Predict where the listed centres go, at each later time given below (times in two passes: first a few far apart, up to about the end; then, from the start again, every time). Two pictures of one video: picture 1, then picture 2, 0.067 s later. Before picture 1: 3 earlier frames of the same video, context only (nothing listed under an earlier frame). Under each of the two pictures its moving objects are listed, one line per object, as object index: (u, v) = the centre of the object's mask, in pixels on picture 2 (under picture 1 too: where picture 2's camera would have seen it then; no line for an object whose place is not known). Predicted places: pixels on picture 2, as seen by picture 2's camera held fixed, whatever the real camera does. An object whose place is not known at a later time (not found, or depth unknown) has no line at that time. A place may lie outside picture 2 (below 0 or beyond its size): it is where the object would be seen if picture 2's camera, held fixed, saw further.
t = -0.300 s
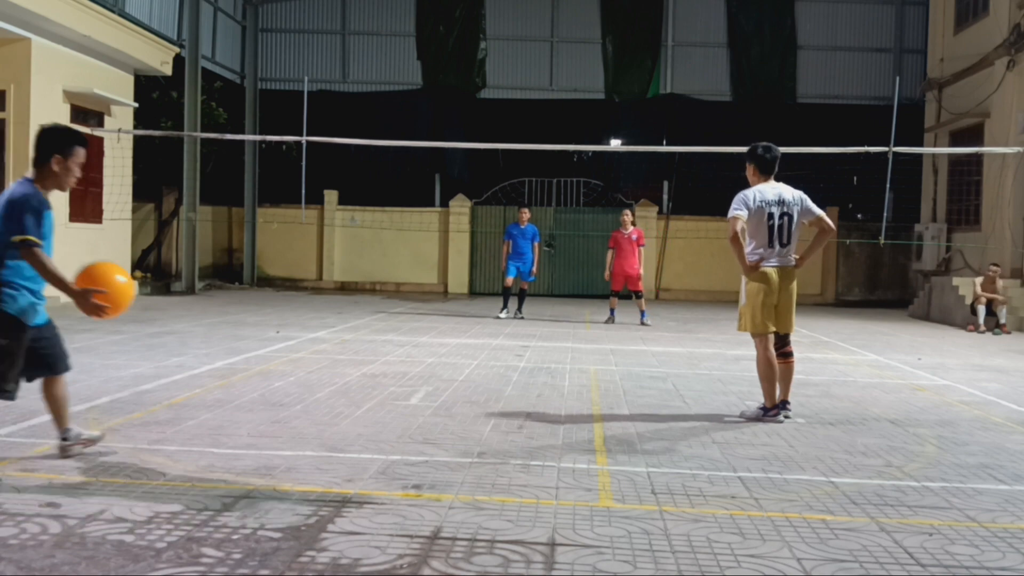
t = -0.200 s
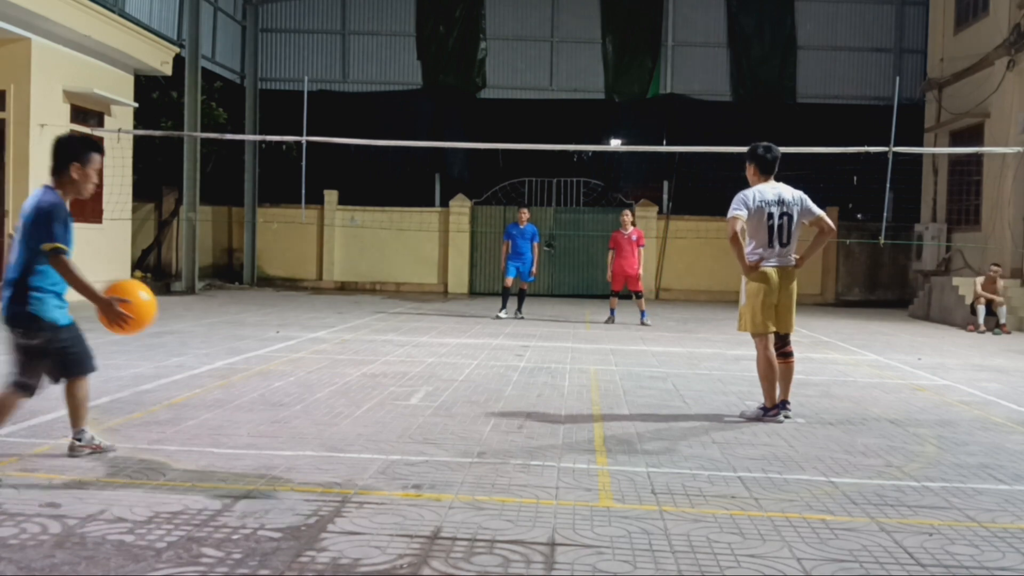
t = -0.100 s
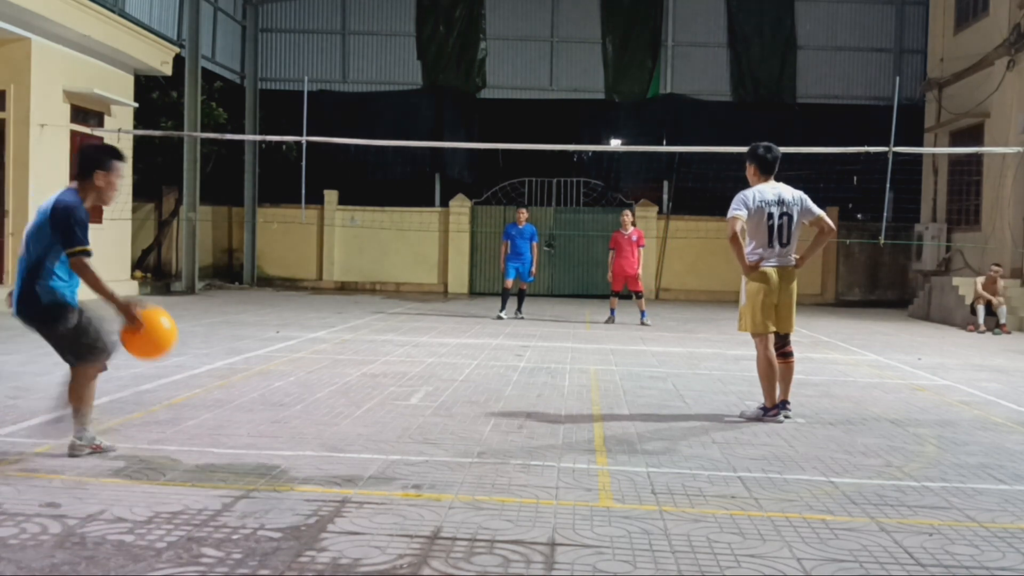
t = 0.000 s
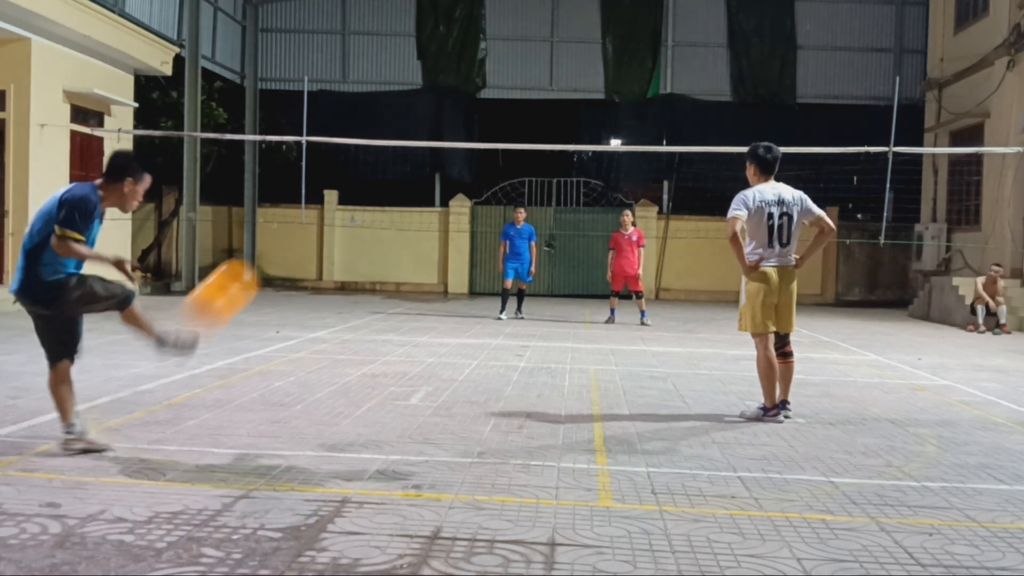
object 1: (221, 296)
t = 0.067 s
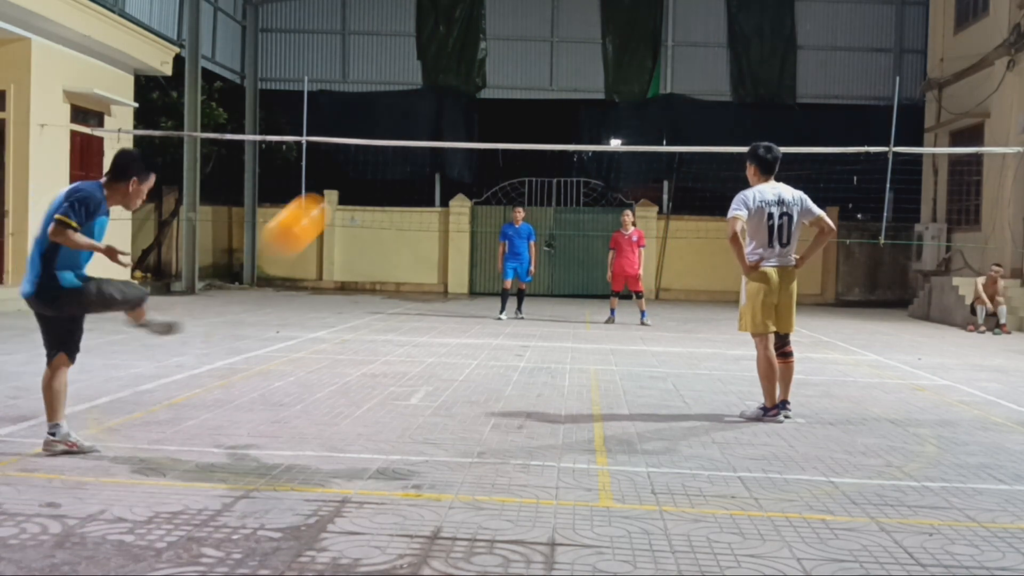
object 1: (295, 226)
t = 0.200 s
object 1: (400, 136)
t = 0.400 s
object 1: (496, 79)
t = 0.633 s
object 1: (565, 88)
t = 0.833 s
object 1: (604, 132)
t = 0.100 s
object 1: (330, 196)
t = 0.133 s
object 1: (355, 173)
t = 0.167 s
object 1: (378, 154)
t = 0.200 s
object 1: (400, 136)
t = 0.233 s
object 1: (420, 121)
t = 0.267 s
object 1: (437, 109)
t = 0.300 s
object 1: (454, 99)
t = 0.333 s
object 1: (469, 90)
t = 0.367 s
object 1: (483, 84)
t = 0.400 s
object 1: (496, 79)
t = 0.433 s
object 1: (508, 76)
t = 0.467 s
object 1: (519, 75)
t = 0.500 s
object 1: (530, 76)
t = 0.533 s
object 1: (540, 77)
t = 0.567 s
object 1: (548, 80)
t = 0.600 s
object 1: (557, 84)
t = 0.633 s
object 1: (565, 88)
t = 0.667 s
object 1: (573, 94)
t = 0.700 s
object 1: (580, 101)
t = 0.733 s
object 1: (587, 108)
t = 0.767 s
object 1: (593, 115)
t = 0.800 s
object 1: (599, 124)
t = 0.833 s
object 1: (604, 132)
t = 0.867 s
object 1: (610, 142)
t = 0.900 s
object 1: (617, 159)
